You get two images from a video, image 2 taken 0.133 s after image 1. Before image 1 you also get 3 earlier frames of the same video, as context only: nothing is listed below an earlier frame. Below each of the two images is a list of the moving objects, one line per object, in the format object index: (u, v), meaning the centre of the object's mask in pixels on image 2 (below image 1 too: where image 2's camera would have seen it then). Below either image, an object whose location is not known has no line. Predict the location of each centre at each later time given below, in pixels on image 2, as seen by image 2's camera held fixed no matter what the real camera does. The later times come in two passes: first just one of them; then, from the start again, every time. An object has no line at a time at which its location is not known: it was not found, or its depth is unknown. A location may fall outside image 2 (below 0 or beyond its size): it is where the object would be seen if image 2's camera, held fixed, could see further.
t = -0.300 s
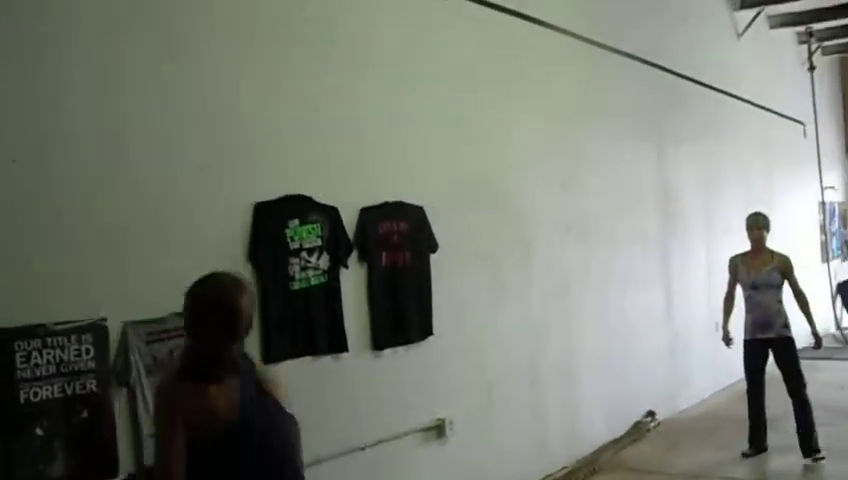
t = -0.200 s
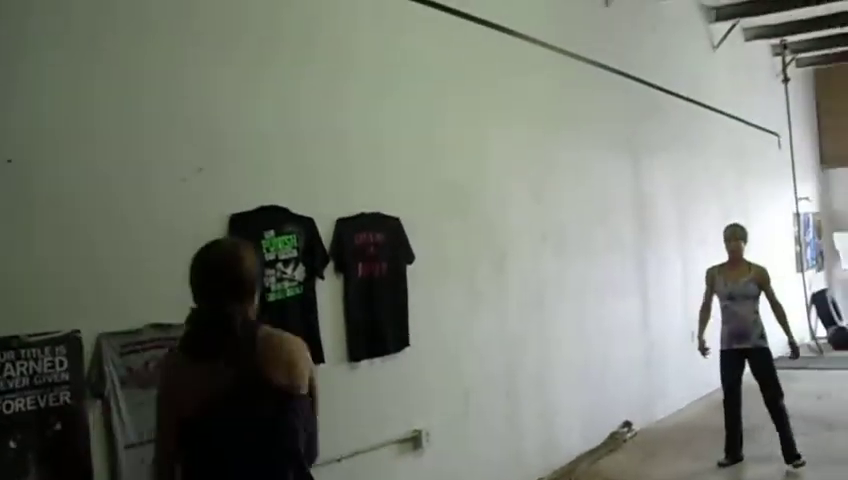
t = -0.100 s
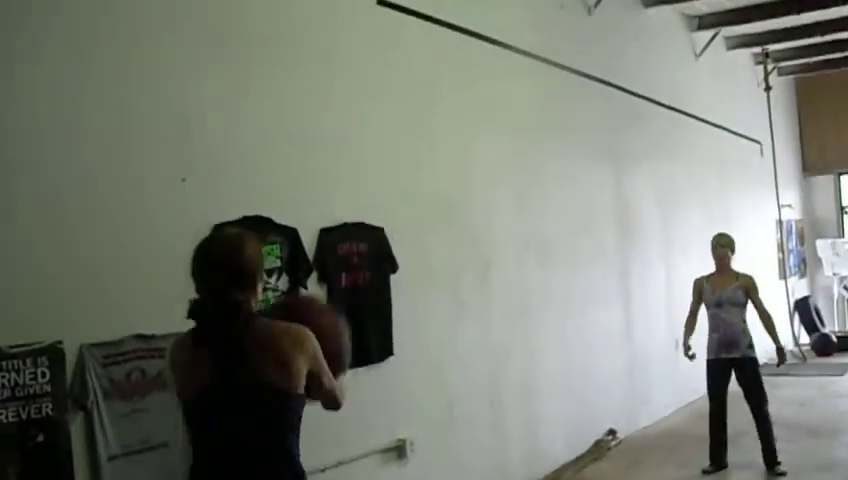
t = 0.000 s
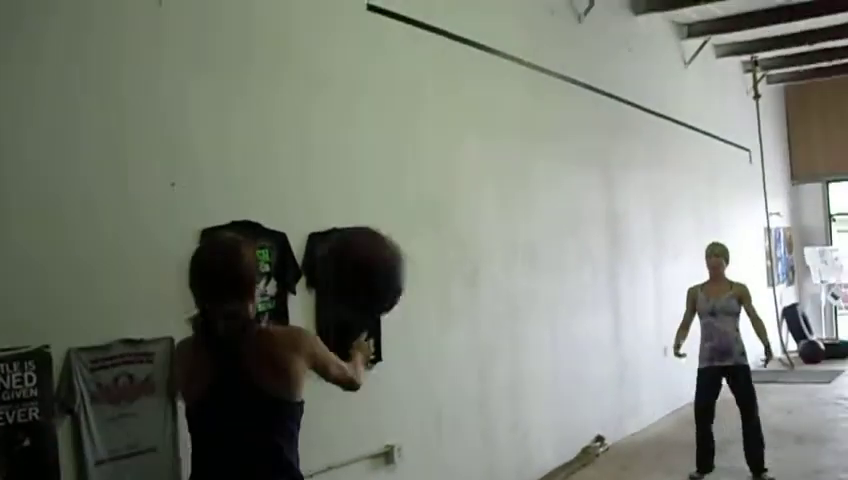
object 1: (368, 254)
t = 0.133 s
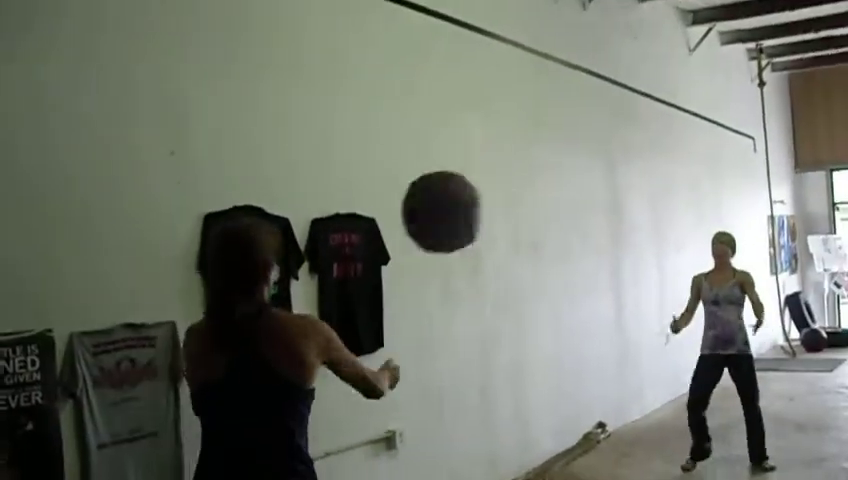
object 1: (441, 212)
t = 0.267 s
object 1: (503, 211)
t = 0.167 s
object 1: (458, 208)
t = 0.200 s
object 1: (474, 207)
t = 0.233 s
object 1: (489, 208)
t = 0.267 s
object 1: (503, 211)
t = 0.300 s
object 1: (517, 217)
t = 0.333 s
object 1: (530, 224)
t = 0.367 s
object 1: (543, 232)
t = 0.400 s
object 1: (555, 243)
